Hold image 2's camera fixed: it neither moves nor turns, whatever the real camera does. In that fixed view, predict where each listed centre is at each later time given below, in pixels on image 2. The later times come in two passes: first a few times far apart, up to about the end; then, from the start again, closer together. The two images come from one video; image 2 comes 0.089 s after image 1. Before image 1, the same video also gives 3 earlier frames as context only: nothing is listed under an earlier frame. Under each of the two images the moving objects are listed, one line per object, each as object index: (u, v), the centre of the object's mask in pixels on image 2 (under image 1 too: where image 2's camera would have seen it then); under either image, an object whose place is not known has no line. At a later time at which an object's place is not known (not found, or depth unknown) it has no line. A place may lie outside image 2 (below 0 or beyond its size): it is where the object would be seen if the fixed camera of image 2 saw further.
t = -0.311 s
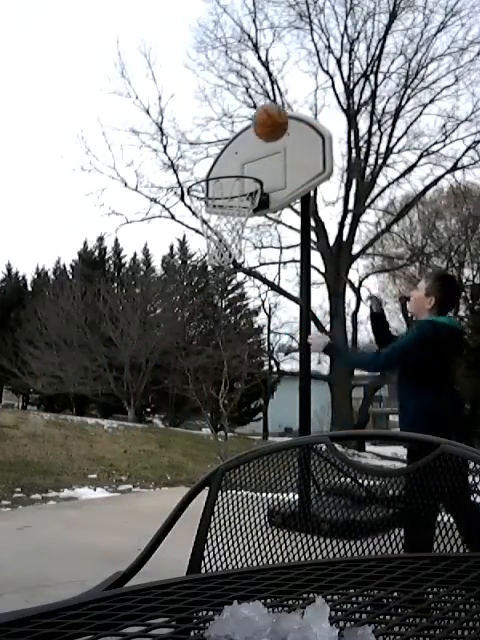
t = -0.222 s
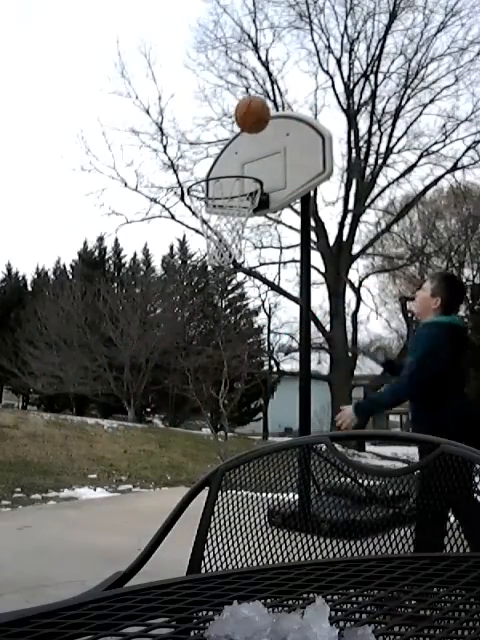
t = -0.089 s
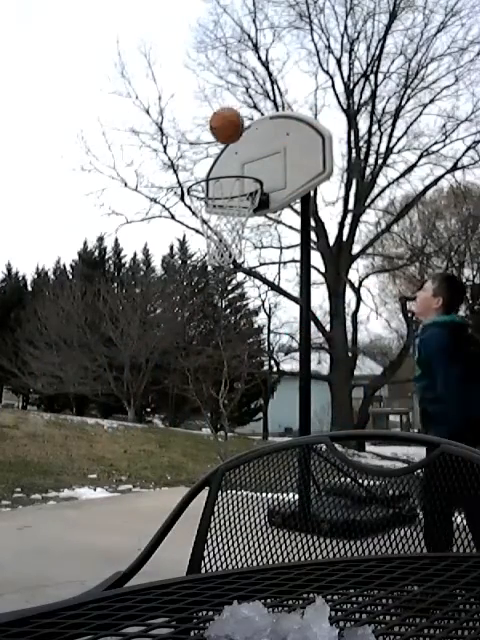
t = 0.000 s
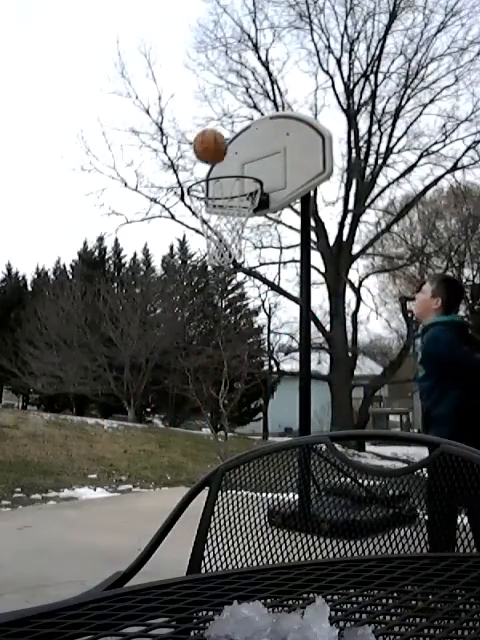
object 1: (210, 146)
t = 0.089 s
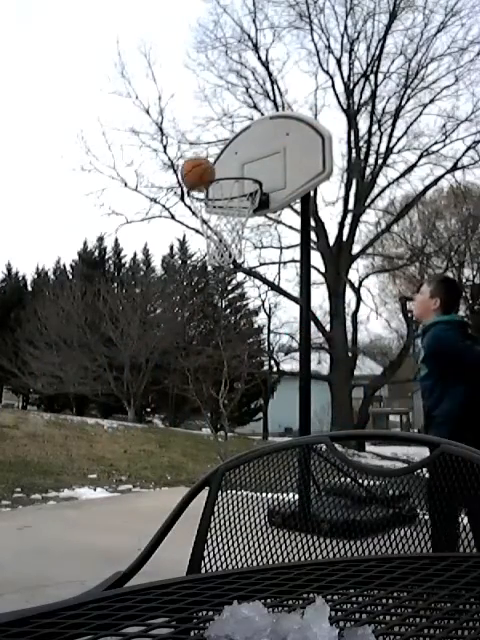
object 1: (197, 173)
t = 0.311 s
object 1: (224, 200)
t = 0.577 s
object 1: (243, 274)
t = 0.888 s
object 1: (257, 476)
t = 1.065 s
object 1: (263, 476)
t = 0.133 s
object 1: (203, 173)
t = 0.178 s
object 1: (208, 175)
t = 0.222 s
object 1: (214, 181)
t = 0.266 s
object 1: (220, 191)
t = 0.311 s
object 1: (224, 200)
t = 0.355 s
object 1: (231, 215)
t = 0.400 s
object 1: (236, 225)
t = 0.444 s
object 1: (238, 237)
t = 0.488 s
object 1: (240, 244)
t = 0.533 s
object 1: (241, 258)
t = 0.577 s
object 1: (243, 274)
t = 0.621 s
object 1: (246, 292)
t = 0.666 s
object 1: (248, 315)
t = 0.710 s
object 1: (249, 337)
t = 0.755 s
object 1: (252, 367)
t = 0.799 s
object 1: (254, 398)
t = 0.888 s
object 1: (257, 476)
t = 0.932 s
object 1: (260, 518)
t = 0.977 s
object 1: (262, 522)
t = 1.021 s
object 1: (263, 498)
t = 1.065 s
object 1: (263, 476)
